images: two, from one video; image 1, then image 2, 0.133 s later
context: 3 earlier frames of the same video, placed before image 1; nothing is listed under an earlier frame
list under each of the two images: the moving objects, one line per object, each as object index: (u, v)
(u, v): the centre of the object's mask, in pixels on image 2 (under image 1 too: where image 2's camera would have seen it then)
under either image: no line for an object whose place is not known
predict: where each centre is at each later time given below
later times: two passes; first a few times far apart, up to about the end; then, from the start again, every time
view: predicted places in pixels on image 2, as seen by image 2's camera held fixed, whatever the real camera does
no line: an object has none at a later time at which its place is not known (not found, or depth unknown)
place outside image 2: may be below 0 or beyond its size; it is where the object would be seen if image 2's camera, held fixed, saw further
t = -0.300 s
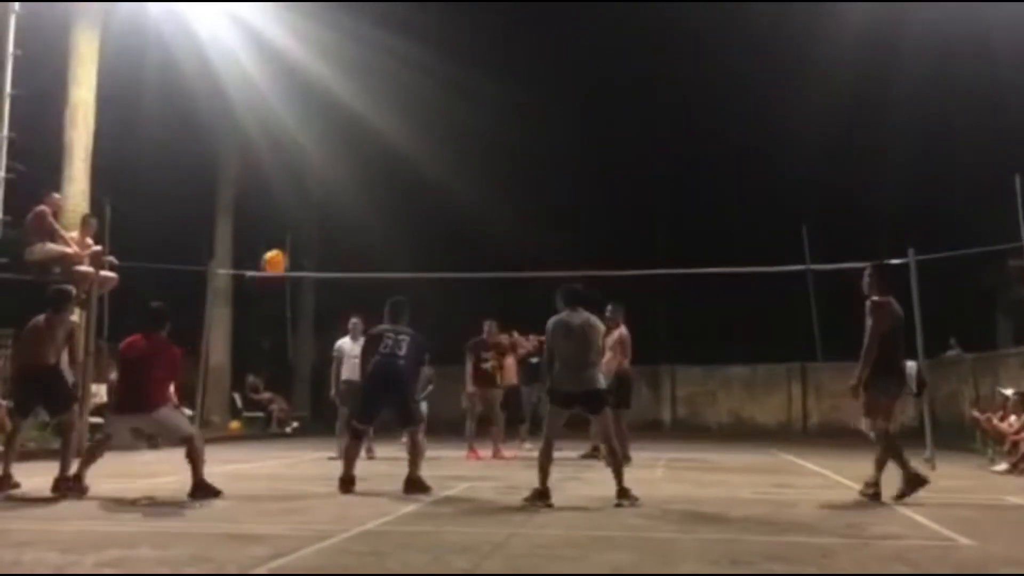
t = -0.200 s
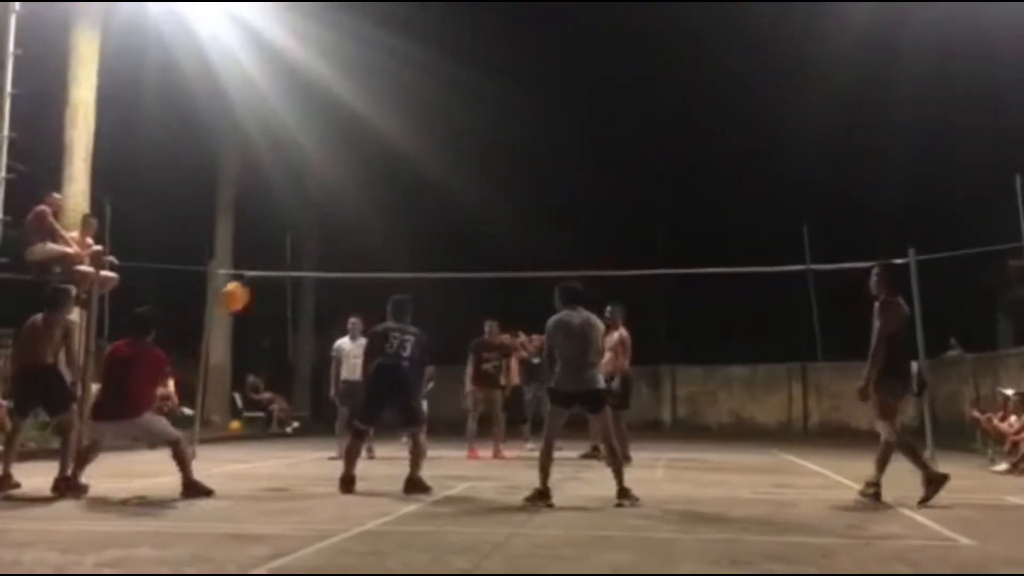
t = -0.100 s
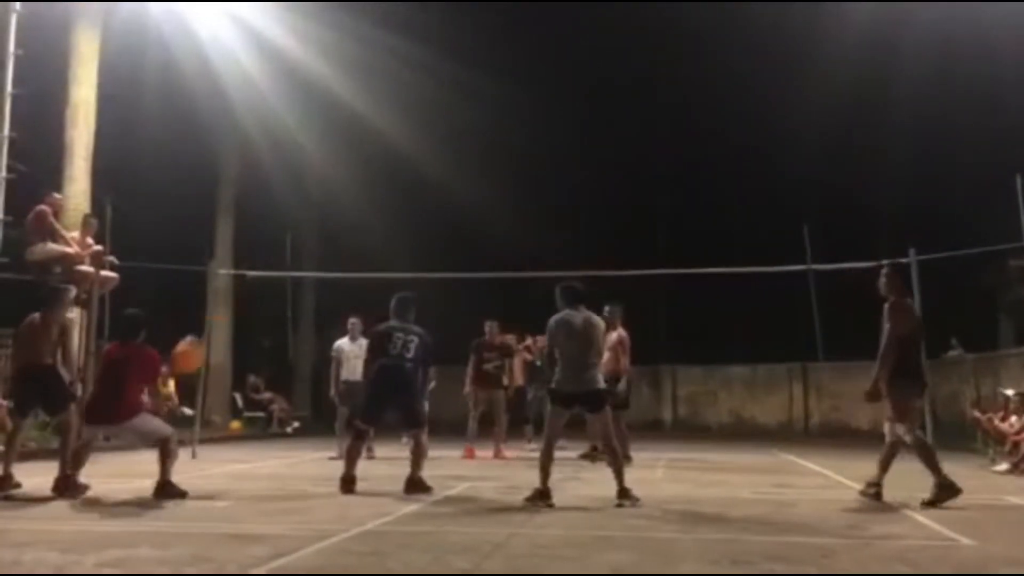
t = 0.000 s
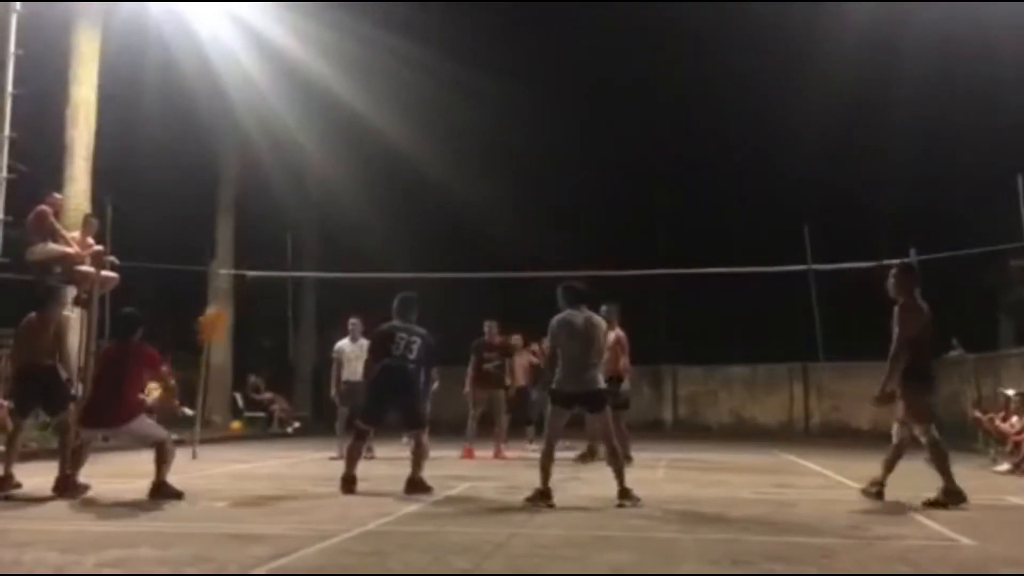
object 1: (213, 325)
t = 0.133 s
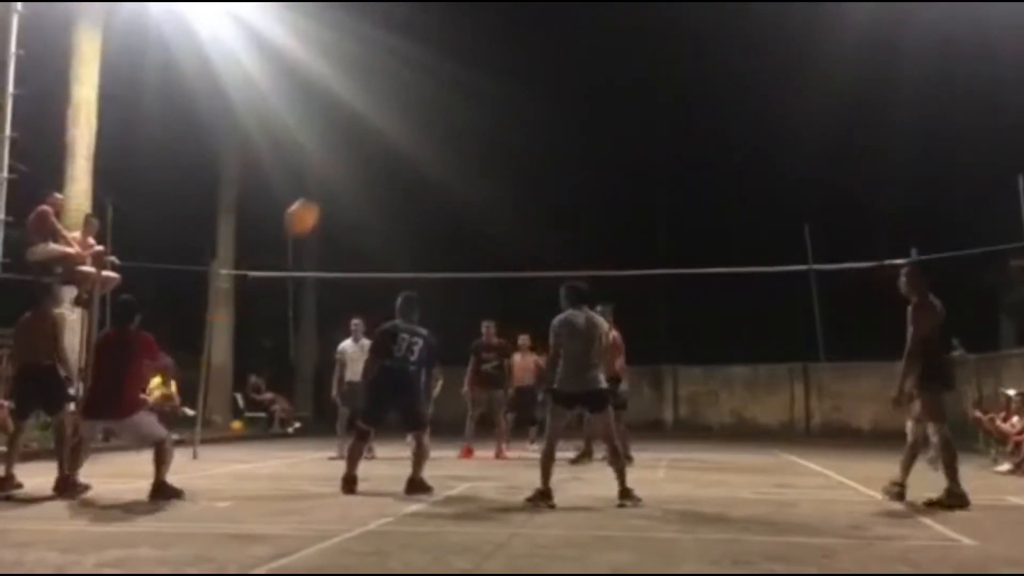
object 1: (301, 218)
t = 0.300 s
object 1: (395, 128)
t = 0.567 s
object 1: (514, 63)
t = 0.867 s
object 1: (625, 73)
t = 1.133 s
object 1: (709, 143)
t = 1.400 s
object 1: (781, 260)
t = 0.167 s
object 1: (322, 196)
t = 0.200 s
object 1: (340, 176)
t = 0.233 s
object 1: (358, 159)
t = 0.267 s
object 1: (377, 142)
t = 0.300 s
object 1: (395, 128)
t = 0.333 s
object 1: (411, 115)
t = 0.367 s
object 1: (426, 104)
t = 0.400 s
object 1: (442, 94)
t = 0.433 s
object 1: (457, 86)
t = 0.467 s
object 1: (471, 79)
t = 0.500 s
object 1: (485, 73)
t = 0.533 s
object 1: (500, 67)
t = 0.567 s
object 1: (514, 63)
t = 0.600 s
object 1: (527, 60)
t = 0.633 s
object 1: (540, 59)
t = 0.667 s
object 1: (553, 58)
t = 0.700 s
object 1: (565, 59)
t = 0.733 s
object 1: (578, 60)
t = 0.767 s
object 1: (589, 62)
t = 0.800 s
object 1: (601, 64)
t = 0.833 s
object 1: (613, 68)
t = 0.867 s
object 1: (625, 73)
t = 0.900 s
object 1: (636, 79)
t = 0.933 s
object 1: (647, 85)
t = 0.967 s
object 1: (657, 93)
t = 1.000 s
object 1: (668, 102)
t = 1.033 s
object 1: (678, 110)
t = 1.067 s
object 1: (688, 120)
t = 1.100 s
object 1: (698, 131)
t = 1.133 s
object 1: (709, 143)
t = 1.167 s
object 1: (718, 155)
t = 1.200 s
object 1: (727, 168)
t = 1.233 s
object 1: (737, 183)
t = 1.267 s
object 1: (745, 197)
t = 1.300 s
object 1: (754, 211)
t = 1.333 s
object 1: (763, 227)
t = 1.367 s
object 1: (772, 243)
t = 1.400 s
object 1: (781, 260)
